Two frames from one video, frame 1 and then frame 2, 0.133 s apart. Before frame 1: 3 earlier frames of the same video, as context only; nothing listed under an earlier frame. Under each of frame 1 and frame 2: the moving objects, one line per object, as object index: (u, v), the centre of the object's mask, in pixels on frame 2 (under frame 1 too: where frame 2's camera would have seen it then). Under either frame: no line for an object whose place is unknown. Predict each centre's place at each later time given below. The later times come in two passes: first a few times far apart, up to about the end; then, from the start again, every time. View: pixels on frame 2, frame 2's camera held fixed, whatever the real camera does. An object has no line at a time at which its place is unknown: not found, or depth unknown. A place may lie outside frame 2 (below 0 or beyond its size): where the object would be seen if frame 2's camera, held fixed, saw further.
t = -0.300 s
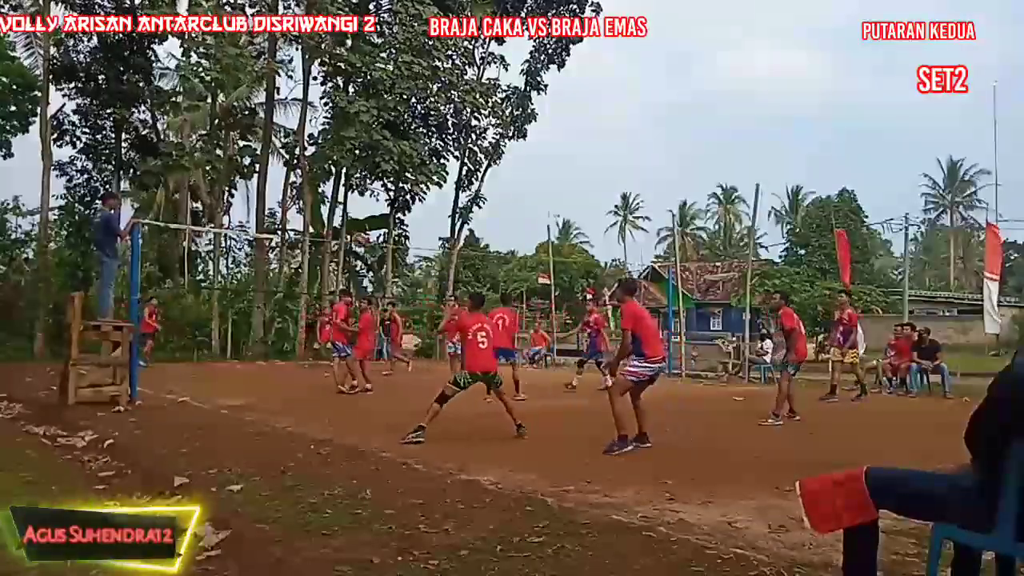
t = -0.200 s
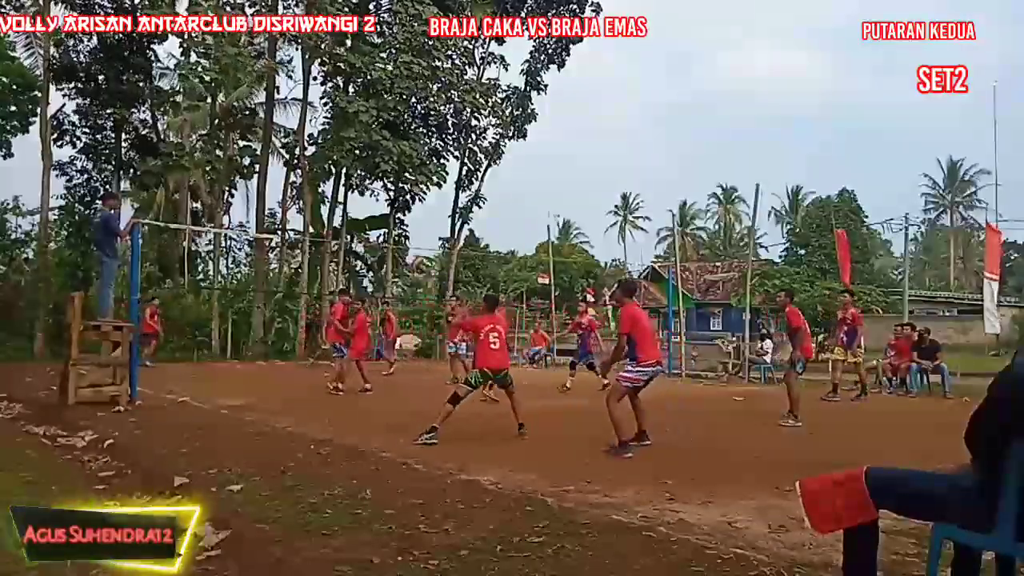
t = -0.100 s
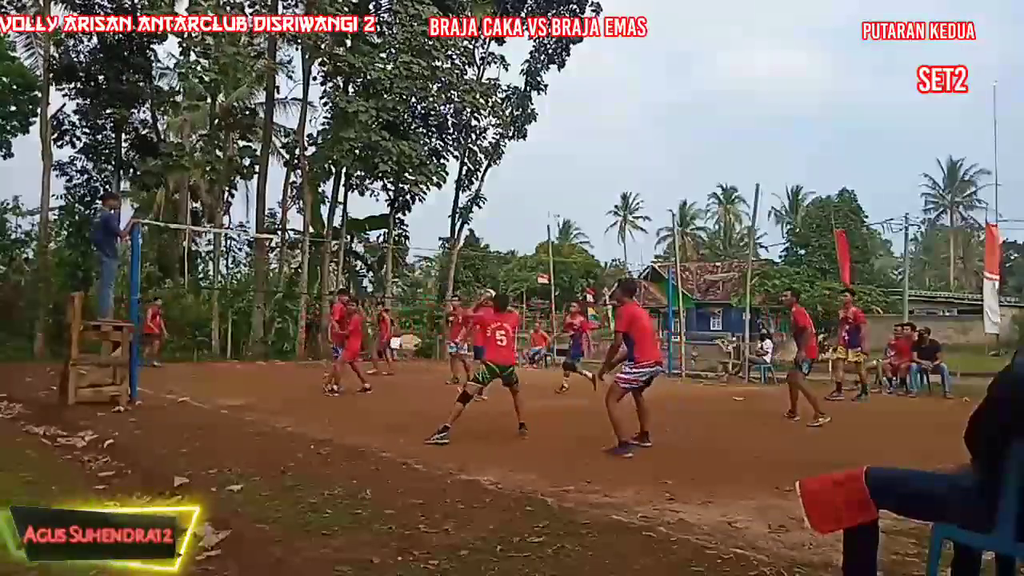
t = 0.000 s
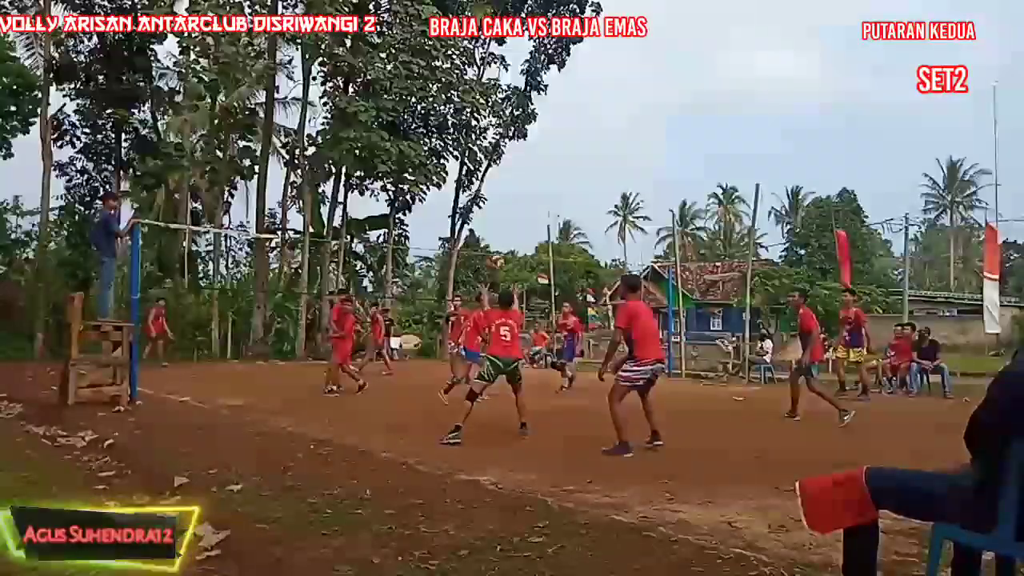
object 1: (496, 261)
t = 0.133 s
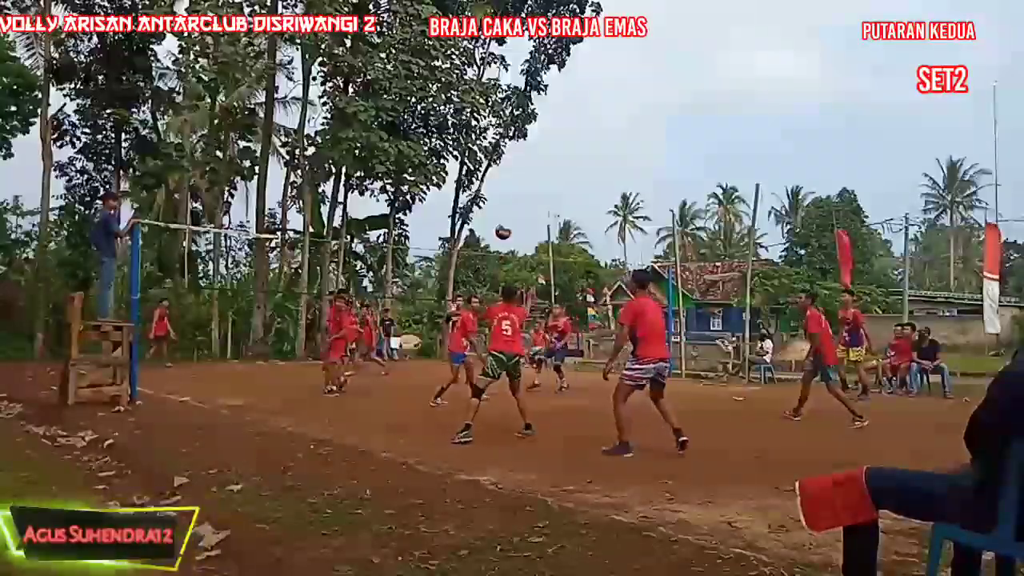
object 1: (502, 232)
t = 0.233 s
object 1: (508, 219)
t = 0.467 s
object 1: (516, 220)
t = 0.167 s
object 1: (505, 226)
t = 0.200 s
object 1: (506, 222)
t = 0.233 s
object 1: (508, 219)
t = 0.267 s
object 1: (509, 217)
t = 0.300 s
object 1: (510, 216)
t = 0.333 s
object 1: (512, 215)
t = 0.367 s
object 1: (513, 215)
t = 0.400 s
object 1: (514, 217)
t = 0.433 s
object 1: (515, 218)
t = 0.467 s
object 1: (516, 220)
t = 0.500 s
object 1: (518, 223)
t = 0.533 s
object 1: (519, 227)
